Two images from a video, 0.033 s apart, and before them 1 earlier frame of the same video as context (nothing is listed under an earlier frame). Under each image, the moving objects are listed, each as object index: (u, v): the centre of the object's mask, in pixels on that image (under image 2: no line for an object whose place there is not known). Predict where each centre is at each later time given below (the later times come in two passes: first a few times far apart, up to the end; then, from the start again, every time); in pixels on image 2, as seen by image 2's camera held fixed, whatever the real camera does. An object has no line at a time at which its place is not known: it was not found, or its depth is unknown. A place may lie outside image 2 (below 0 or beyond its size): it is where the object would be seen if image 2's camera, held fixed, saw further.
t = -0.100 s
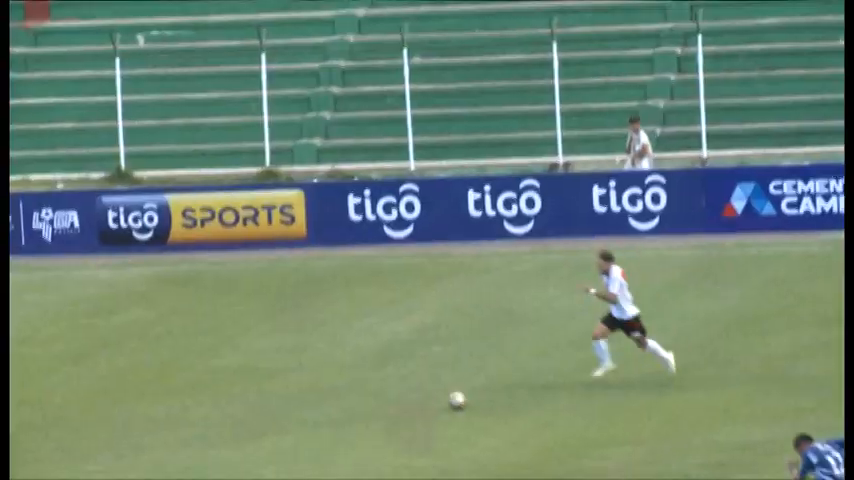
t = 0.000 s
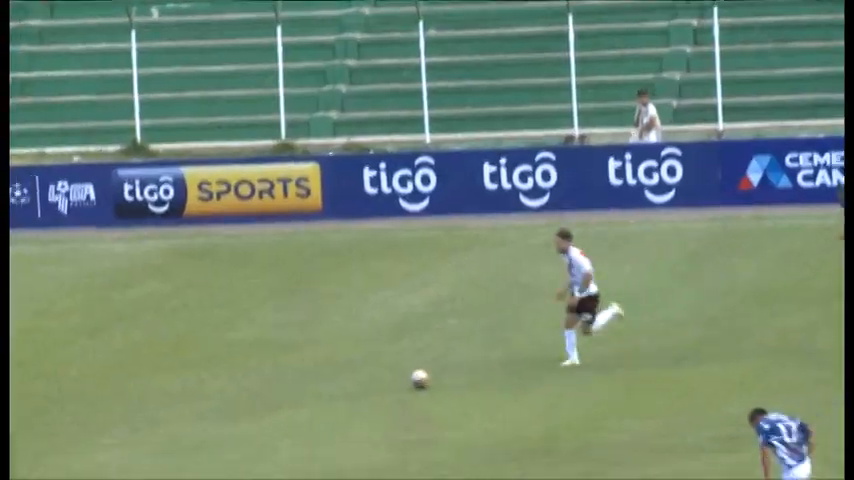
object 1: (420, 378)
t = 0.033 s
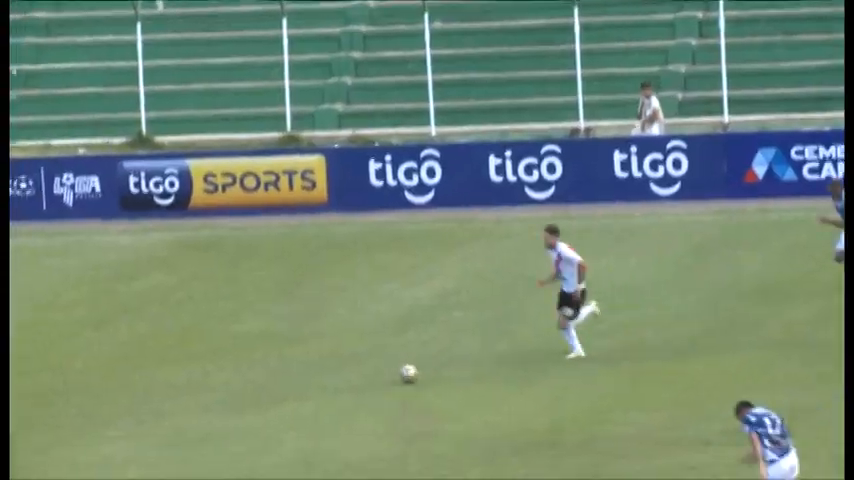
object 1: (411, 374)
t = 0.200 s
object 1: (329, 385)
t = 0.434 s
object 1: (230, 398)
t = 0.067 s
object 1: (394, 376)
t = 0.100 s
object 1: (378, 379)
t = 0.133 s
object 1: (362, 381)
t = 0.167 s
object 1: (344, 383)
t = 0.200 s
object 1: (329, 385)
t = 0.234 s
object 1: (316, 387)
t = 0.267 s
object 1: (302, 388)
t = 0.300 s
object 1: (288, 389)
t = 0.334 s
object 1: (273, 391)
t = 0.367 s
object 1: (259, 394)
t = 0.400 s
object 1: (245, 396)
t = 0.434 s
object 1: (230, 398)
